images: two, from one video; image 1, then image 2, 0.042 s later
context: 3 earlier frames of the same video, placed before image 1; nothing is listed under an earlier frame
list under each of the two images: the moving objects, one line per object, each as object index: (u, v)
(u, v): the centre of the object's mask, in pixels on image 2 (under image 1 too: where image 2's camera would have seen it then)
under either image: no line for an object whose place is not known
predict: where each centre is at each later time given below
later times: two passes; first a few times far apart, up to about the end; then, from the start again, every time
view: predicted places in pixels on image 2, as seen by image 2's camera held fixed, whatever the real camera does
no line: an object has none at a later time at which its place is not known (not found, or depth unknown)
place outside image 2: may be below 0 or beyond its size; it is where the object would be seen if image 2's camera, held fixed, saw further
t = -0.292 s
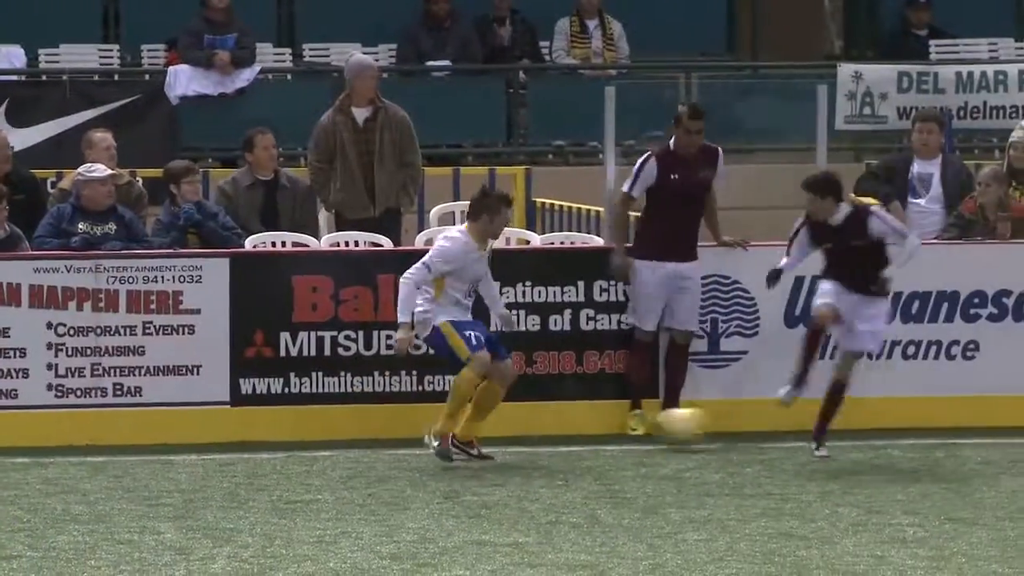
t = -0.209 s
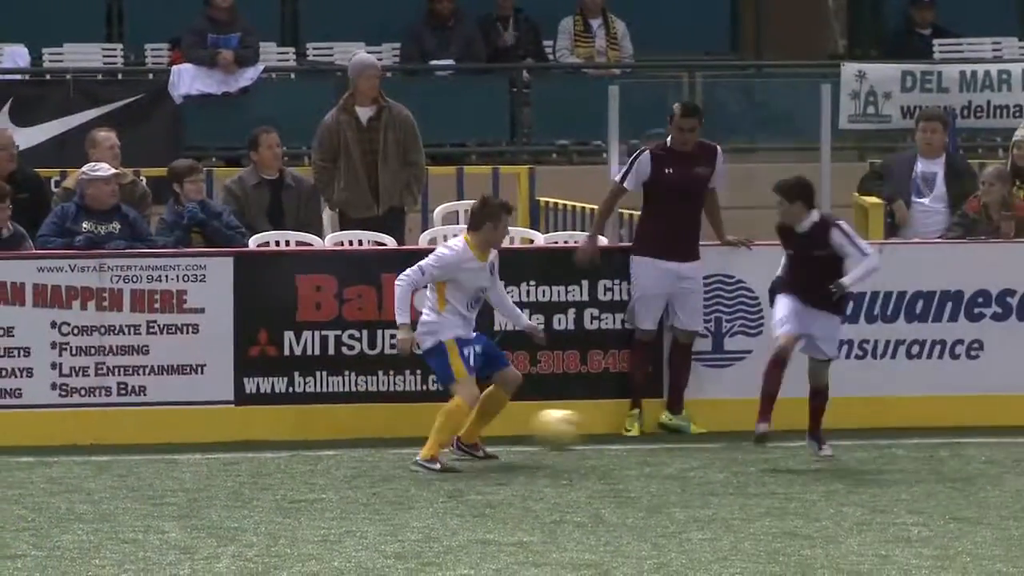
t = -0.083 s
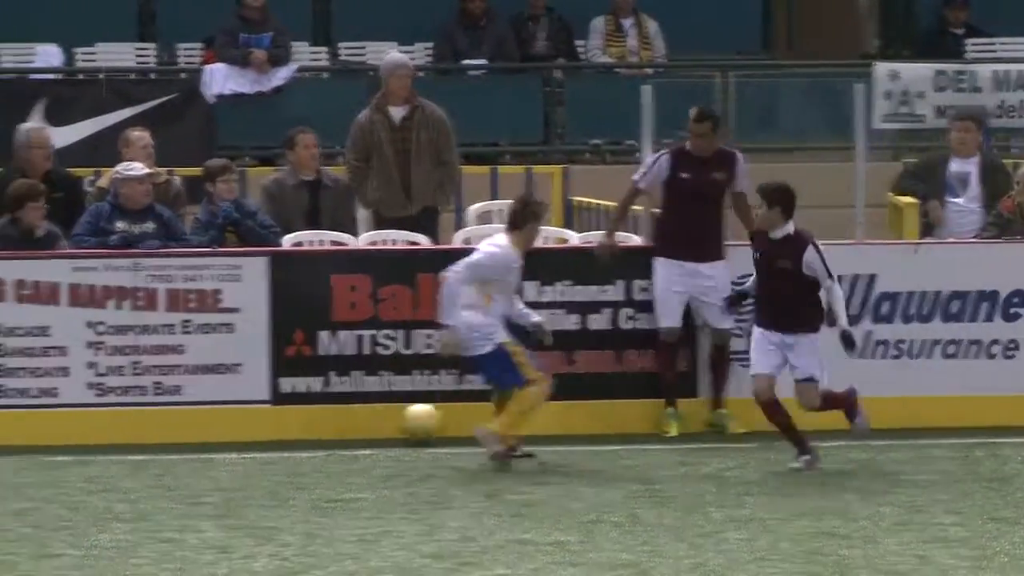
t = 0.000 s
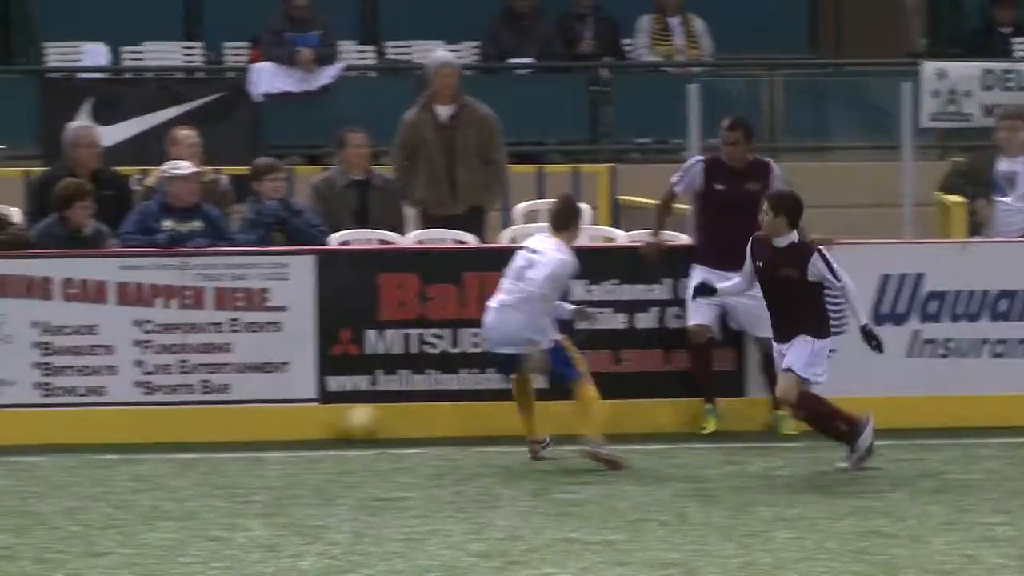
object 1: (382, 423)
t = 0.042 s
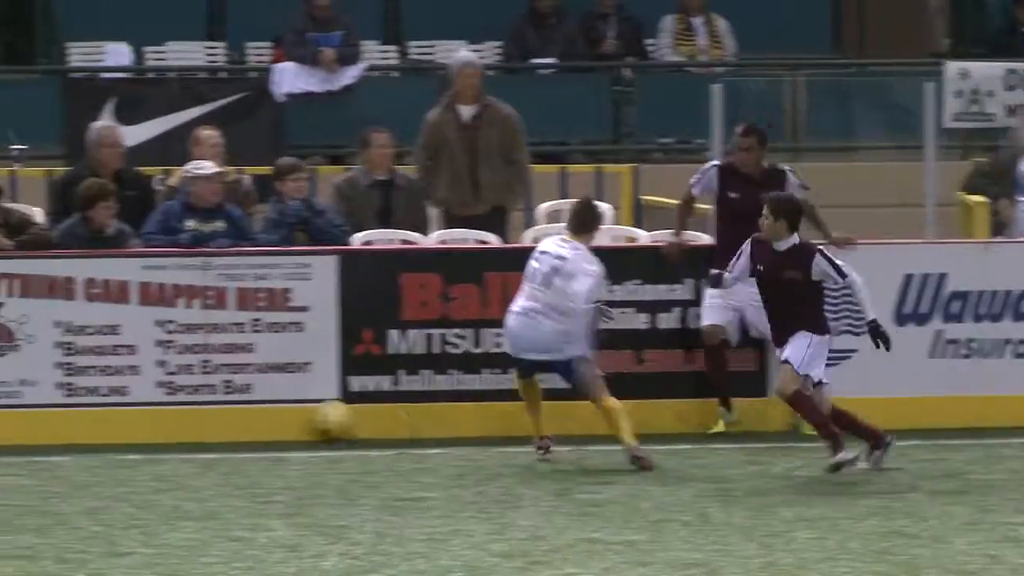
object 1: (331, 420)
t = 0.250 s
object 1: (158, 428)
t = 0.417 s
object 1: (25, 428)
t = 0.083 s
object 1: (286, 419)
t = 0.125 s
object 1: (255, 416)
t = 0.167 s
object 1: (222, 419)
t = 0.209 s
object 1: (190, 424)
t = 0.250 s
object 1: (158, 428)
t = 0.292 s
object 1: (124, 426)
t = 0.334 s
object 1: (93, 423)
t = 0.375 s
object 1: (59, 423)
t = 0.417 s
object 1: (25, 428)
